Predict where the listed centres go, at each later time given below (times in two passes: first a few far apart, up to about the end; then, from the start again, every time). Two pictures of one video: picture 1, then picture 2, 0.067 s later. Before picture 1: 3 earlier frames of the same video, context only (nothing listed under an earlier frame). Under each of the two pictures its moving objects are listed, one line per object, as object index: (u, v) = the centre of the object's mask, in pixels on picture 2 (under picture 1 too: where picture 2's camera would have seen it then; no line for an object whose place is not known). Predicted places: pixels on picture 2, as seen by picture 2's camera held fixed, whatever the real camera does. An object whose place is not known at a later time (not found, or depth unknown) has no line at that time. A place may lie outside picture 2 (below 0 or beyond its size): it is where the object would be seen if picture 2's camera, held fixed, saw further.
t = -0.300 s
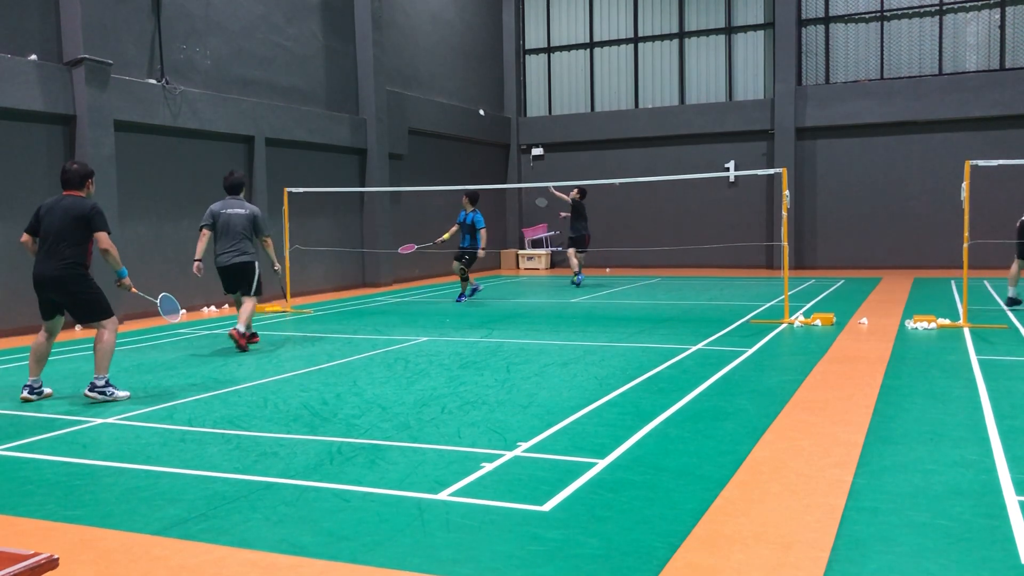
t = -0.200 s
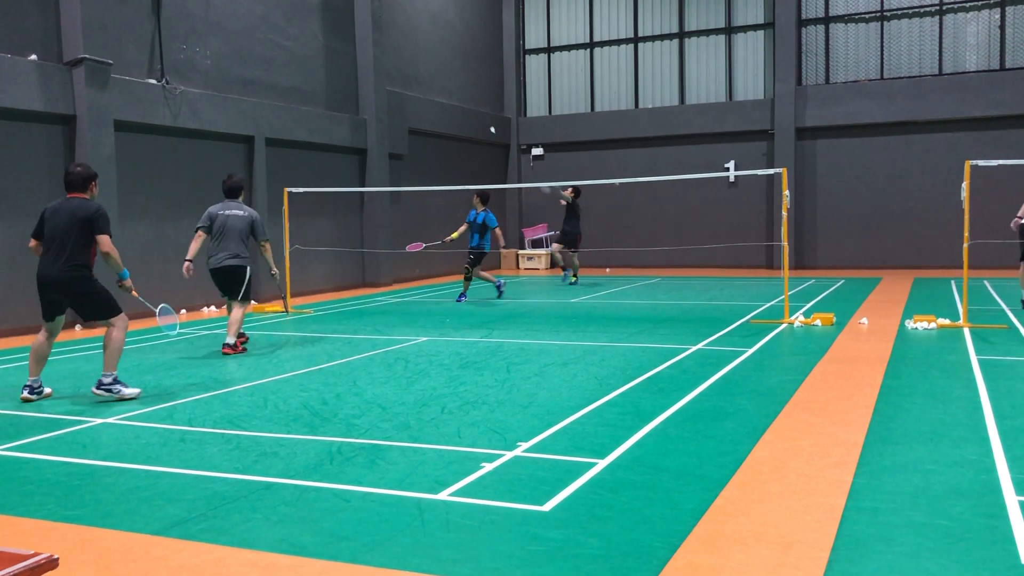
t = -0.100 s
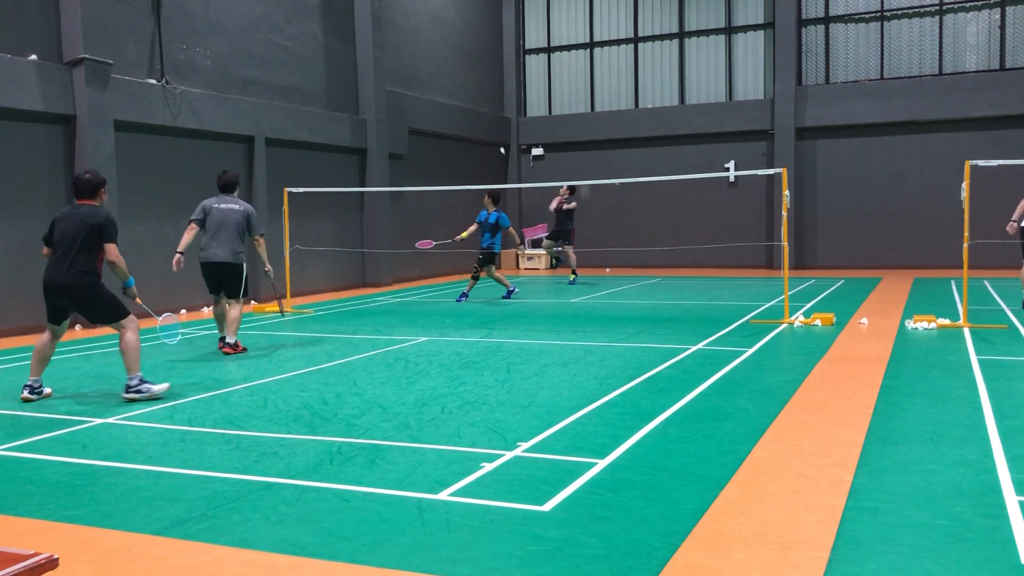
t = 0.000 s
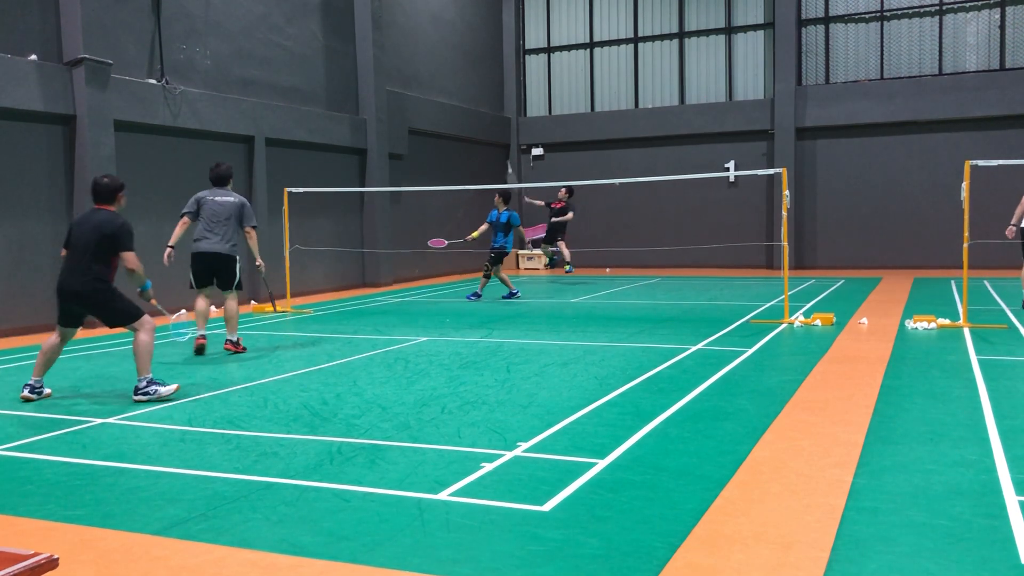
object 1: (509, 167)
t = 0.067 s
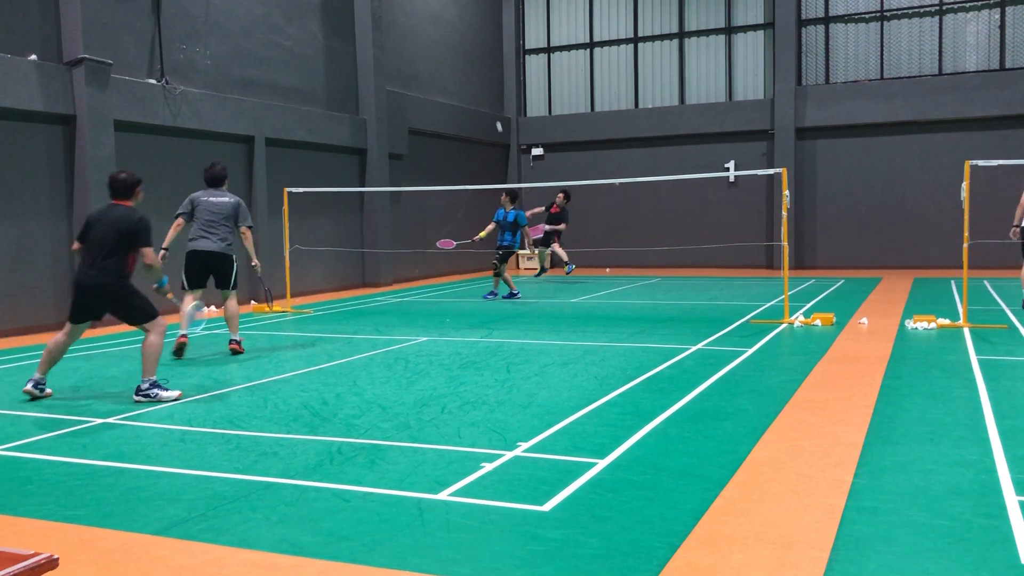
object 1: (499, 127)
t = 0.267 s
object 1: (474, 55)
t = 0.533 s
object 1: (445, 30)
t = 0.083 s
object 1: (496, 119)
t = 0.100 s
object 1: (494, 111)
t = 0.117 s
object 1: (492, 104)
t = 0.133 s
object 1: (490, 97)
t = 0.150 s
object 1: (488, 91)
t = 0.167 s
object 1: (486, 85)
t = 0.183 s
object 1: (484, 79)
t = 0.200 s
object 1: (482, 73)
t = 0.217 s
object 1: (480, 69)
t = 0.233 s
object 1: (478, 64)
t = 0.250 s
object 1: (476, 59)
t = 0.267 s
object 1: (474, 55)
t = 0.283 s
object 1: (472, 51)
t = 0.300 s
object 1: (471, 48)
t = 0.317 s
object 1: (469, 45)
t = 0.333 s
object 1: (466, 42)
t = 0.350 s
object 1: (465, 39)
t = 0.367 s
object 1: (463, 36)
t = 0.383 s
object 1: (461, 34)
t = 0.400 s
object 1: (459, 32)
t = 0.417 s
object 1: (458, 31)
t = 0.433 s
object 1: (456, 30)
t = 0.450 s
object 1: (454, 29)
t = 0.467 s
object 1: (452, 29)
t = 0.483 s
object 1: (450, 29)
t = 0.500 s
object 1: (449, 29)
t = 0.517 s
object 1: (447, 29)
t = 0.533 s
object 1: (445, 30)
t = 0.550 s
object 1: (443, 31)
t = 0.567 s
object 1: (441, 33)
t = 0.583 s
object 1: (439, 35)
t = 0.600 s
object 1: (437, 37)
